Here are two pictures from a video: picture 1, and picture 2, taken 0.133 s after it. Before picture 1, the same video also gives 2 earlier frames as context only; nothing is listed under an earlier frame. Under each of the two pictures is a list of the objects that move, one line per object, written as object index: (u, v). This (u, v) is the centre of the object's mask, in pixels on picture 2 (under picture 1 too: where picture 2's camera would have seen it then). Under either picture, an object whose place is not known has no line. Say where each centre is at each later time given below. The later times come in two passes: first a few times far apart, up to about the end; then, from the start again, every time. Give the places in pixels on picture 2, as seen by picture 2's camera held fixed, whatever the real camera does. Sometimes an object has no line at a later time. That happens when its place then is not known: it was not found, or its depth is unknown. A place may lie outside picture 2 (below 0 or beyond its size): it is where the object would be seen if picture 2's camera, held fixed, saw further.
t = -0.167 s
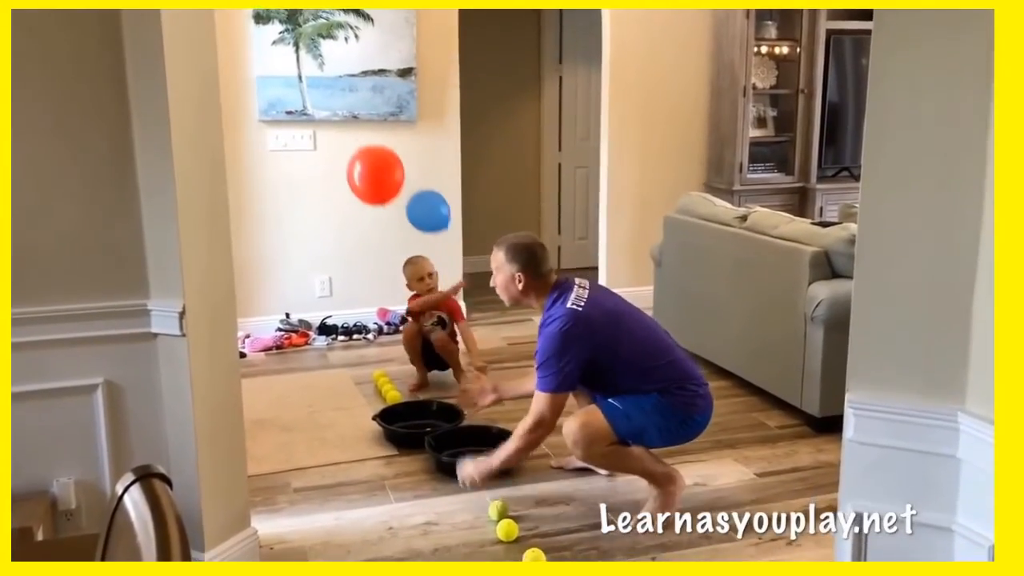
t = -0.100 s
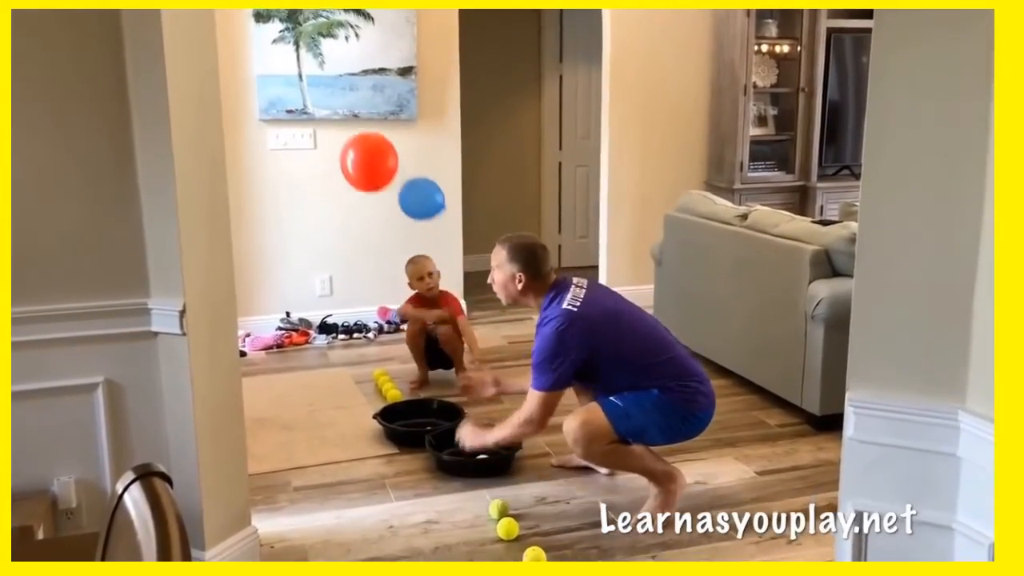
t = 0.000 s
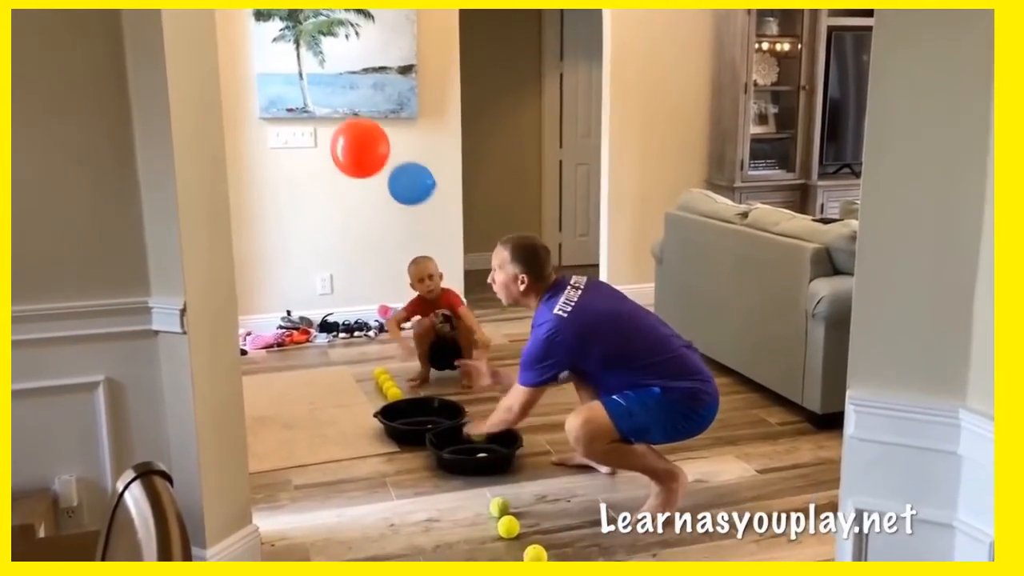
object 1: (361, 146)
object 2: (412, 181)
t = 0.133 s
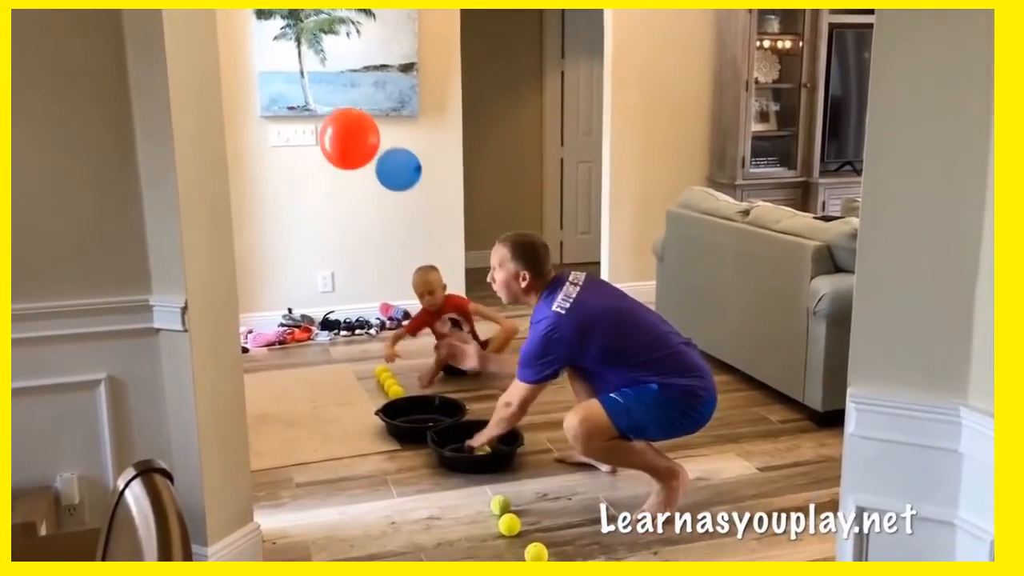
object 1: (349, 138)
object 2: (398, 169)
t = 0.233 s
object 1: (341, 139)
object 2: (389, 165)
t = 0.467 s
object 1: (326, 160)
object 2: (373, 169)
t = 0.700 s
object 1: (318, 201)
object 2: (360, 189)
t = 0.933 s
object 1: (316, 256)
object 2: (350, 225)
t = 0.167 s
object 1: (346, 138)
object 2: (395, 167)
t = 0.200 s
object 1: (344, 138)
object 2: (392, 166)
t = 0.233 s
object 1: (341, 139)
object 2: (389, 165)
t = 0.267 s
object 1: (338, 141)
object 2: (386, 164)
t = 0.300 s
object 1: (336, 143)
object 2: (384, 163)
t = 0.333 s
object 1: (334, 145)
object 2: (381, 164)
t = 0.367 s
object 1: (331, 148)
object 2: (379, 164)
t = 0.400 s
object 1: (329, 151)
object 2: (377, 165)
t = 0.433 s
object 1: (327, 155)
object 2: (375, 167)
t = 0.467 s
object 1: (326, 160)
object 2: (373, 169)
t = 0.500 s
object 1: (324, 164)
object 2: (371, 171)
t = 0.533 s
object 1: (323, 169)
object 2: (369, 173)
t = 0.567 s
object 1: (322, 175)
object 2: (367, 175)
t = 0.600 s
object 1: (320, 180)
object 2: (366, 178)
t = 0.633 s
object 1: (320, 187)
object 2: (364, 181)
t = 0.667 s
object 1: (319, 194)
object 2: (362, 185)
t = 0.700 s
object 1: (318, 201)
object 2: (360, 189)
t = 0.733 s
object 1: (317, 208)
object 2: (359, 193)
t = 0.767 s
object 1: (317, 216)
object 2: (357, 198)
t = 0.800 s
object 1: (316, 224)
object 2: (355, 203)
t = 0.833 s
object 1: (316, 232)
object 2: (354, 208)
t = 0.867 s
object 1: (316, 240)
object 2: (352, 213)
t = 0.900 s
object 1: (316, 248)
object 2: (351, 219)
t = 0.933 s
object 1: (316, 256)
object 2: (350, 225)
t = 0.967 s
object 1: (316, 265)
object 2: (348, 231)
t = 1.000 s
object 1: (317, 273)
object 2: (347, 237)
